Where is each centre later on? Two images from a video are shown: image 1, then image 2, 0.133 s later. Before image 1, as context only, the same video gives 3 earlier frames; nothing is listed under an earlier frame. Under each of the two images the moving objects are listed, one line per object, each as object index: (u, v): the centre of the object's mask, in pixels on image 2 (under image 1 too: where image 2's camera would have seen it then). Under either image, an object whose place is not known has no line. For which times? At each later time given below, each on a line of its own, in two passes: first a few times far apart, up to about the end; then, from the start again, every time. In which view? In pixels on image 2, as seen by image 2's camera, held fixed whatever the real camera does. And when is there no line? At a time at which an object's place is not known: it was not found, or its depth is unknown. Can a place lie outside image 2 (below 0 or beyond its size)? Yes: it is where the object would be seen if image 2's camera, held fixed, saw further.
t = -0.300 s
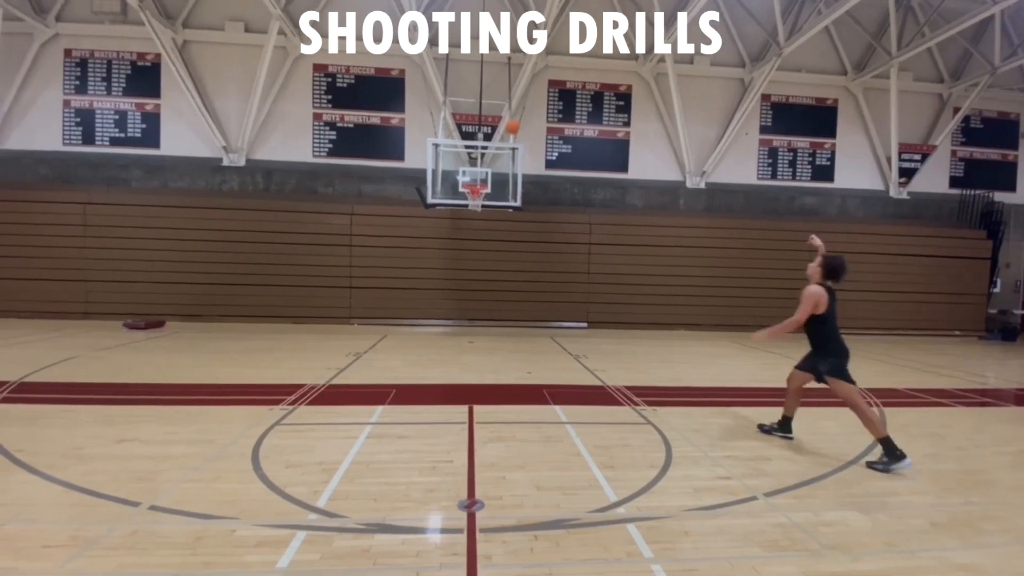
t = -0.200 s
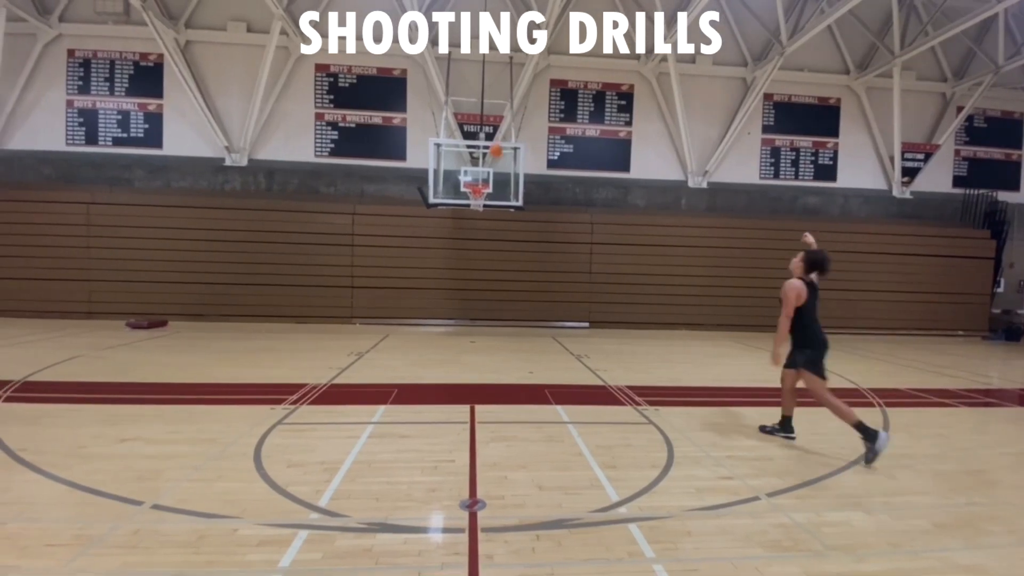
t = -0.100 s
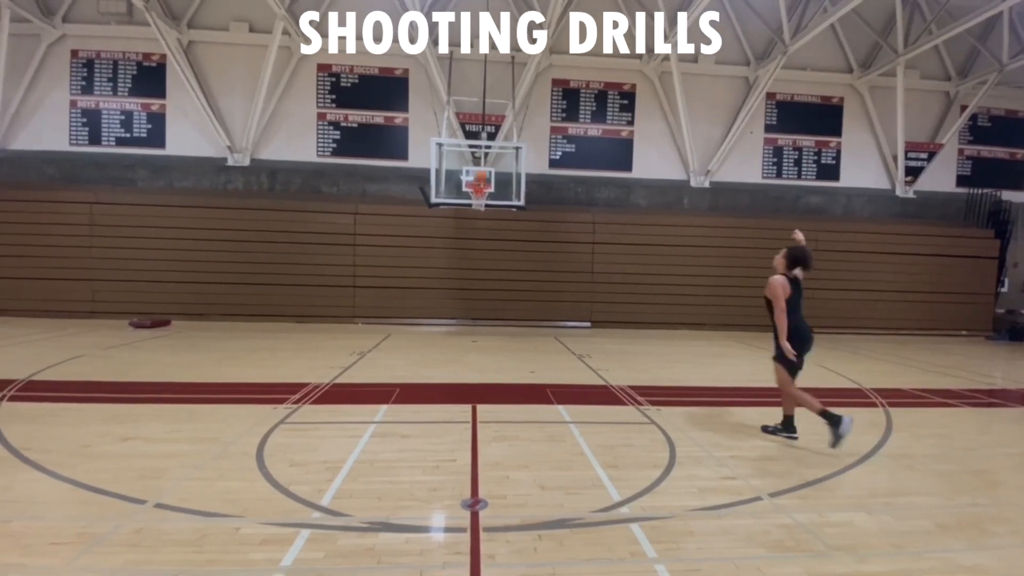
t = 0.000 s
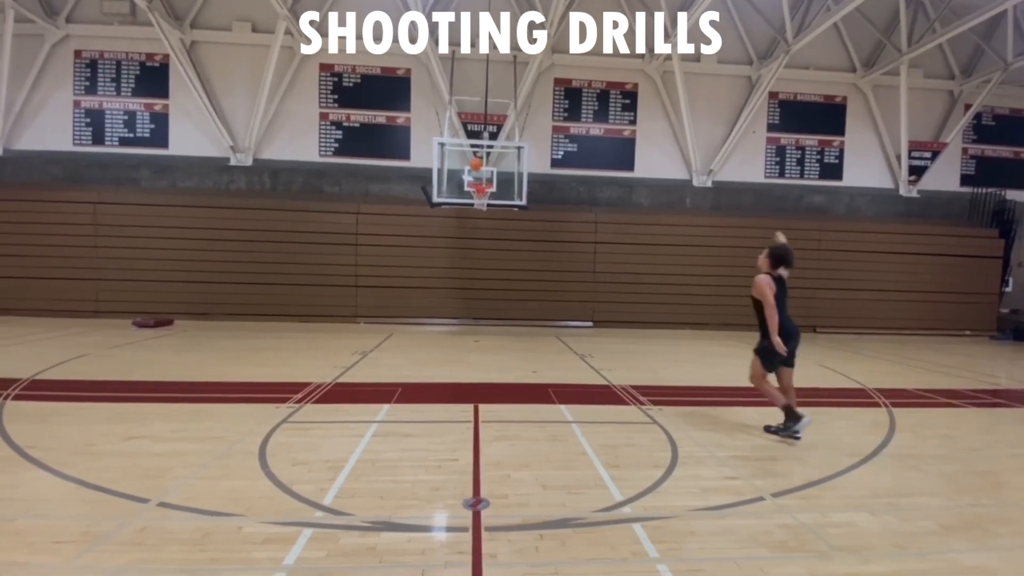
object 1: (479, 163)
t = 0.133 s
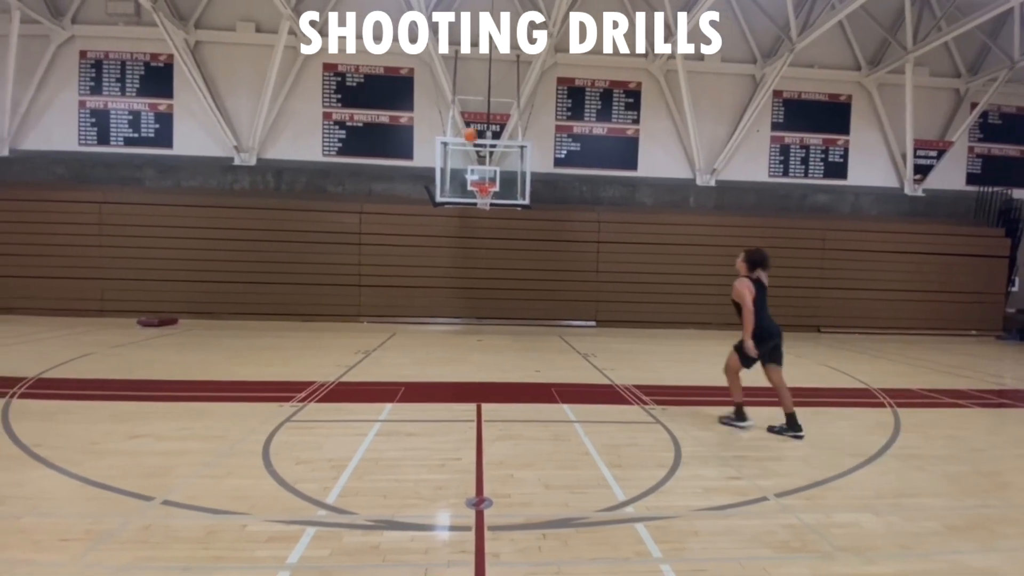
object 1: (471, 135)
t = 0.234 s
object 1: (464, 119)
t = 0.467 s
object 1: (445, 100)
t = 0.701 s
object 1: (421, 118)
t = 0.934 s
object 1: (391, 188)
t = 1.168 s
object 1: (350, 331)
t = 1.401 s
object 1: (302, 326)
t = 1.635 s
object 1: (248, 212)
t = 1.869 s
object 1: (179, 147)
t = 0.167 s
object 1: (468, 129)
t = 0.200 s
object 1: (466, 124)
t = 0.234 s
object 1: (464, 119)
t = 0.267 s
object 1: (461, 114)
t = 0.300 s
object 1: (459, 110)
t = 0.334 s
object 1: (456, 106)
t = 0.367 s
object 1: (454, 104)
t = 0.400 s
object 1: (451, 102)
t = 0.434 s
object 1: (448, 100)
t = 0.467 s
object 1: (445, 100)
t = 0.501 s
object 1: (442, 99)
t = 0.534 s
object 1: (439, 100)
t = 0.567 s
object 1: (435, 102)
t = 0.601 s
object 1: (432, 104)
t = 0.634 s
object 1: (428, 108)
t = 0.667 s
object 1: (425, 112)
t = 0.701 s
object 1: (421, 118)
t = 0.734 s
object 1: (417, 125)
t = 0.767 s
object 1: (413, 132)
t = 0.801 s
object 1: (408, 140)
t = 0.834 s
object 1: (404, 150)
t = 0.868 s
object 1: (400, 161)
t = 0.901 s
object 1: (396, 174)
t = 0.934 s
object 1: (391, 188)
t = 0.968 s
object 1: (386, 202)
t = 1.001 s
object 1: (380, 220)
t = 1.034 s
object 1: (375, 238)
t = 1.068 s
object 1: (369, 259)
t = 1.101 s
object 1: (362, 281)
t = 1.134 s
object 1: (357, 304)
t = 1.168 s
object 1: (350, 331)
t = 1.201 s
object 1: (343, 361)
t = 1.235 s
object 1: (335, 394)
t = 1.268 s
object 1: (327, 409)
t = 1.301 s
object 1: (322, 387)
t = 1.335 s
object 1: (315, 366)
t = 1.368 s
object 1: (308, 346)
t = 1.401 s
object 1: (302, 326)
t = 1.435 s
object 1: (295, 306)
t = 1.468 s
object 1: (288, 290)
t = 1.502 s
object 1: (281, 272)
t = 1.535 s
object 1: (273, 256)
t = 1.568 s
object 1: (265, 240)
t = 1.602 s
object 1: (256, 226)
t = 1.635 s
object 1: (248, 212)
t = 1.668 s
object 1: (238, 199)
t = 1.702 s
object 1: (230, 188)
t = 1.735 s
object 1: (220, 177)
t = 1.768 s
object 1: (210, 168)
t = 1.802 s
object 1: (201, 158)
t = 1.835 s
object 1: (191, 152)
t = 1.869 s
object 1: (179, 147)
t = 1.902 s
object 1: (169, 142)
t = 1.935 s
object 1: (156, 140)
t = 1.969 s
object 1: (146, 137)
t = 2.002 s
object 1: (133, 138)
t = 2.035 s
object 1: (120, 142)
